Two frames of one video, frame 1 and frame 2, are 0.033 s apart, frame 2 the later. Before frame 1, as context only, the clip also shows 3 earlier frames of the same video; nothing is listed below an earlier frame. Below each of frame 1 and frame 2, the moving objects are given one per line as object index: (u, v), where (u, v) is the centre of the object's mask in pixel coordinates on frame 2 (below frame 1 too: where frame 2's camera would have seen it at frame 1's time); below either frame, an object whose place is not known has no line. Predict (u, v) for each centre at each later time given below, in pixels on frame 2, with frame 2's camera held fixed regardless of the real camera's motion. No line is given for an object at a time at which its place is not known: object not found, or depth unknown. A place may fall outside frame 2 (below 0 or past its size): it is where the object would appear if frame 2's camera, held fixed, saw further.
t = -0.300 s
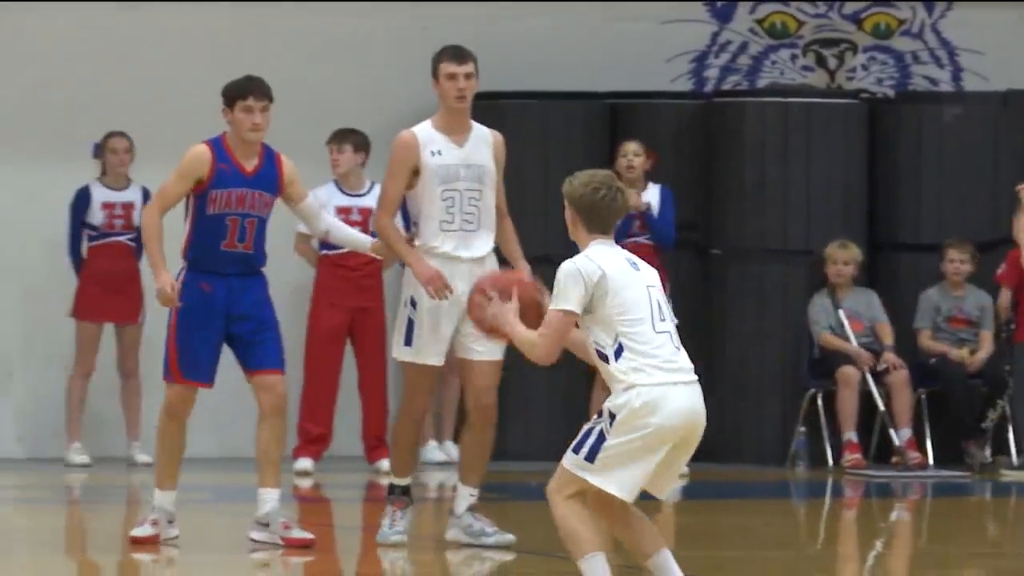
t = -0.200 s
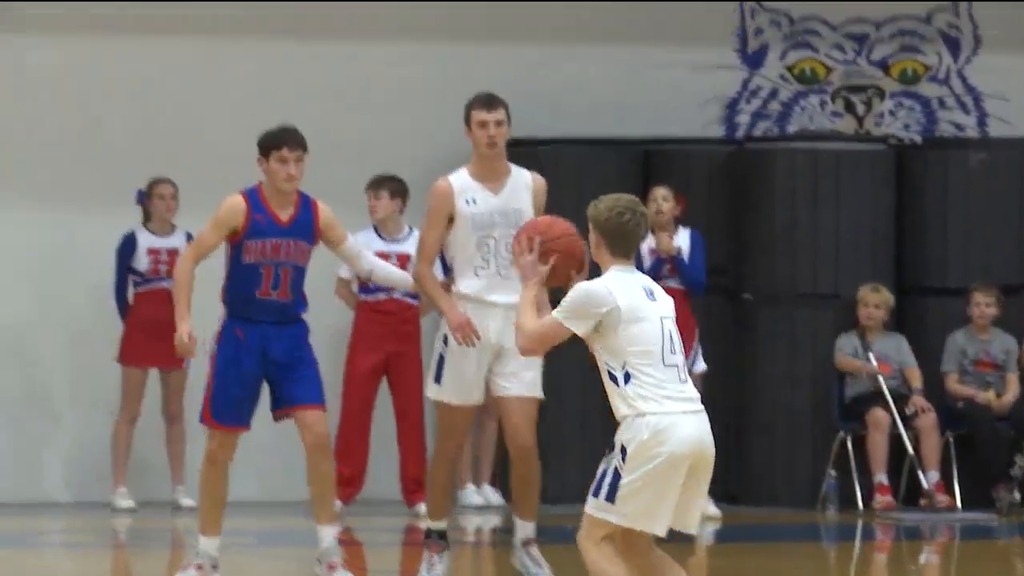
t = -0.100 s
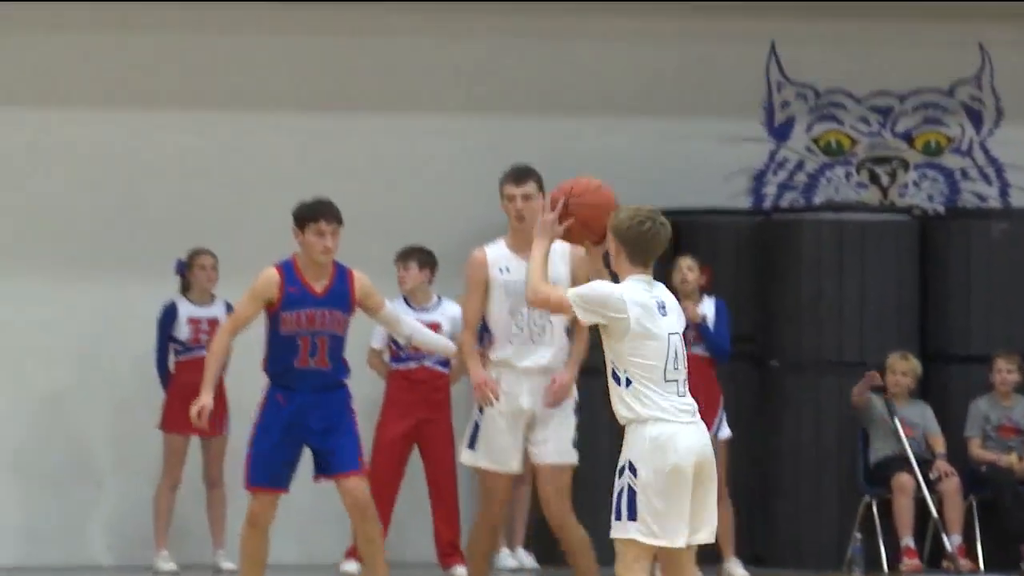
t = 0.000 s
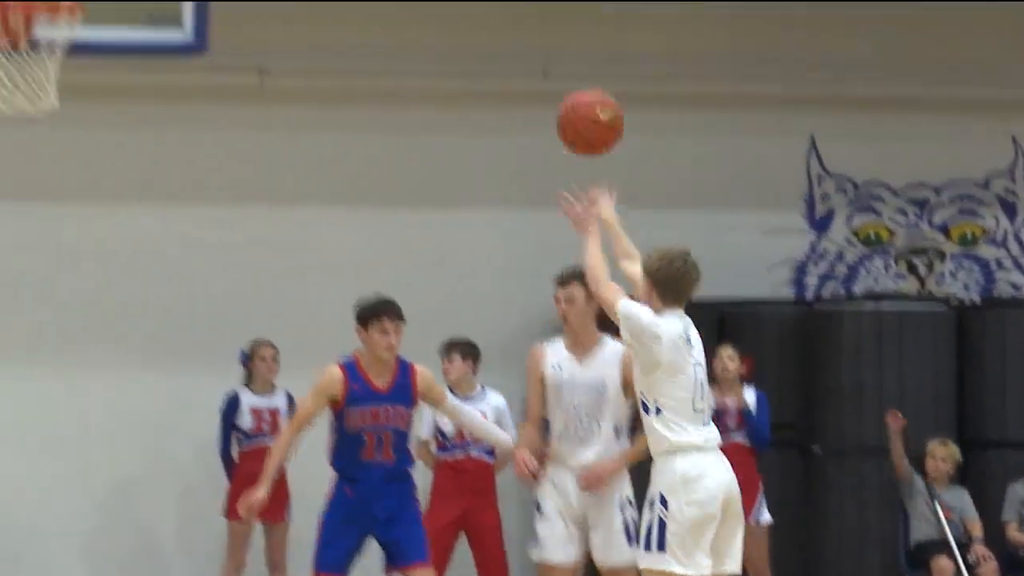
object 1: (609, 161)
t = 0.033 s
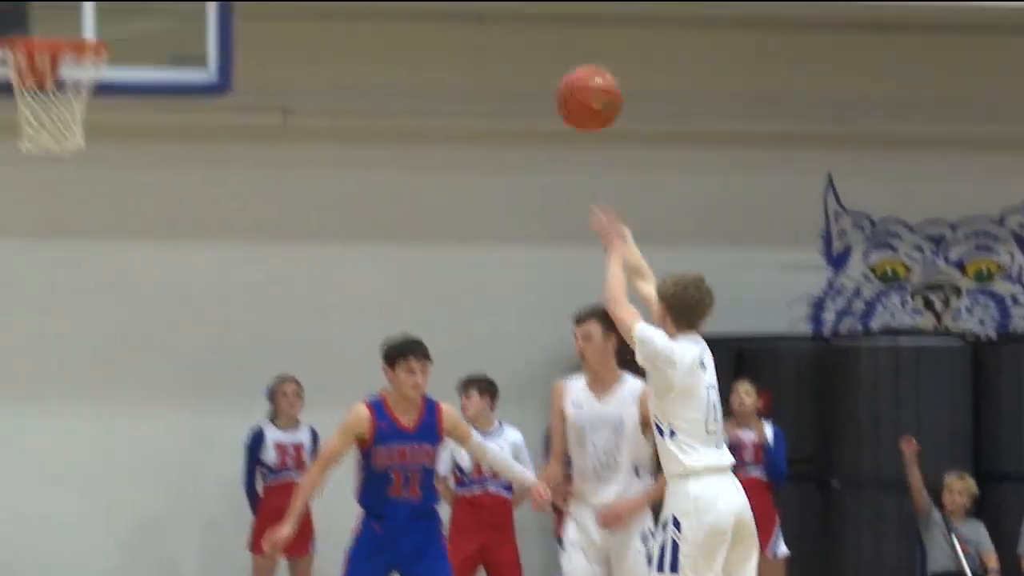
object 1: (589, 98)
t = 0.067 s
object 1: (571, 38)
